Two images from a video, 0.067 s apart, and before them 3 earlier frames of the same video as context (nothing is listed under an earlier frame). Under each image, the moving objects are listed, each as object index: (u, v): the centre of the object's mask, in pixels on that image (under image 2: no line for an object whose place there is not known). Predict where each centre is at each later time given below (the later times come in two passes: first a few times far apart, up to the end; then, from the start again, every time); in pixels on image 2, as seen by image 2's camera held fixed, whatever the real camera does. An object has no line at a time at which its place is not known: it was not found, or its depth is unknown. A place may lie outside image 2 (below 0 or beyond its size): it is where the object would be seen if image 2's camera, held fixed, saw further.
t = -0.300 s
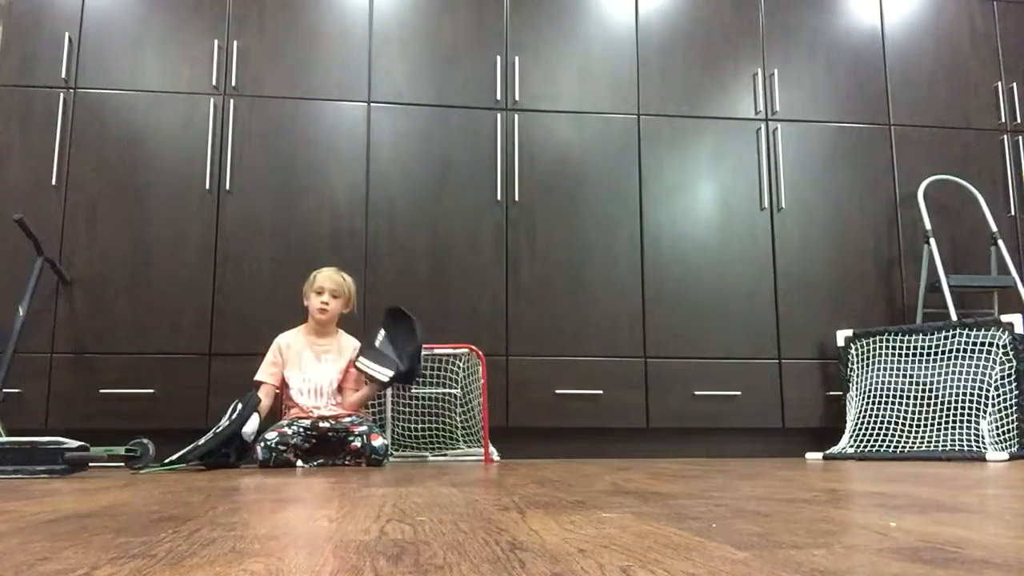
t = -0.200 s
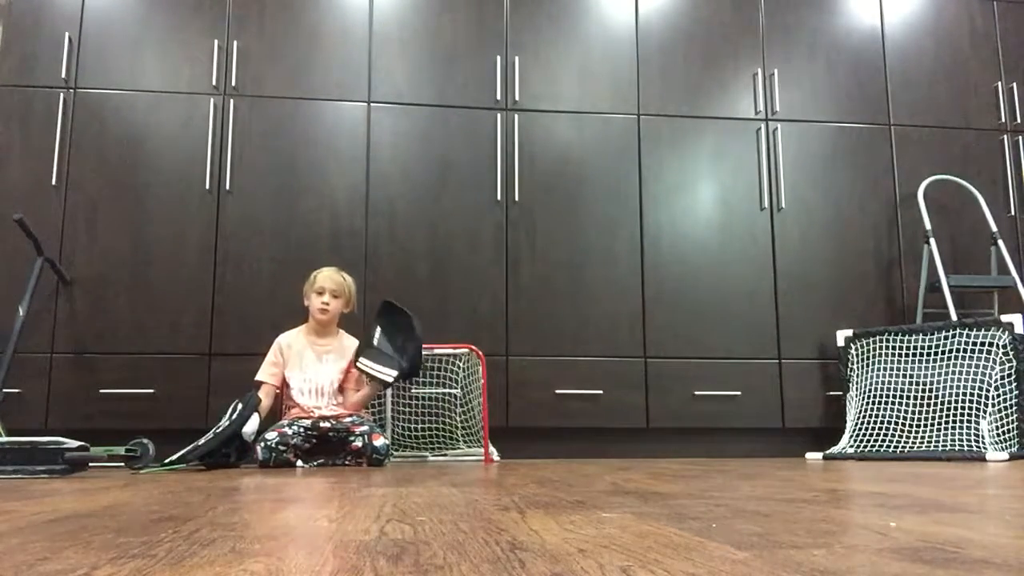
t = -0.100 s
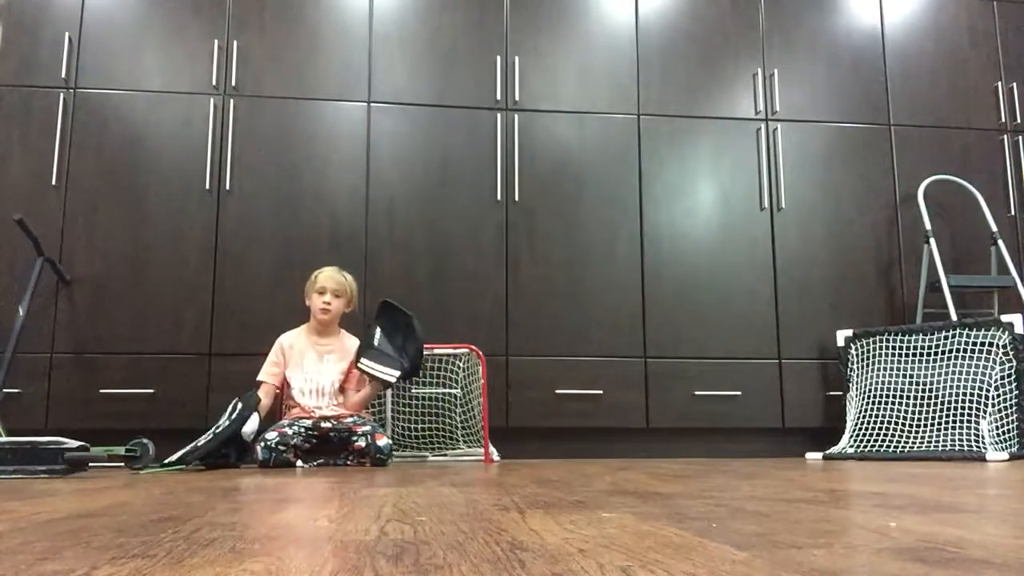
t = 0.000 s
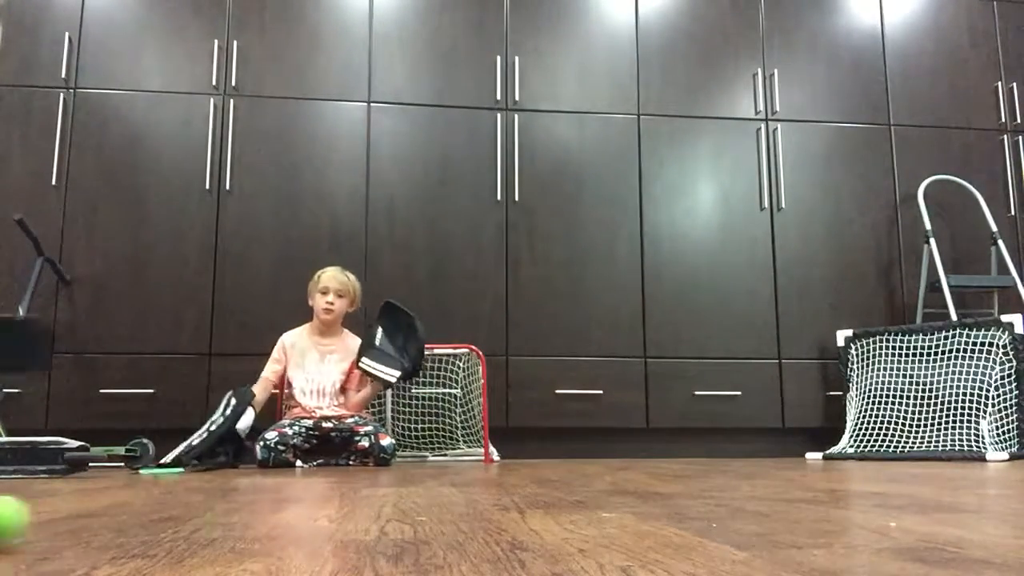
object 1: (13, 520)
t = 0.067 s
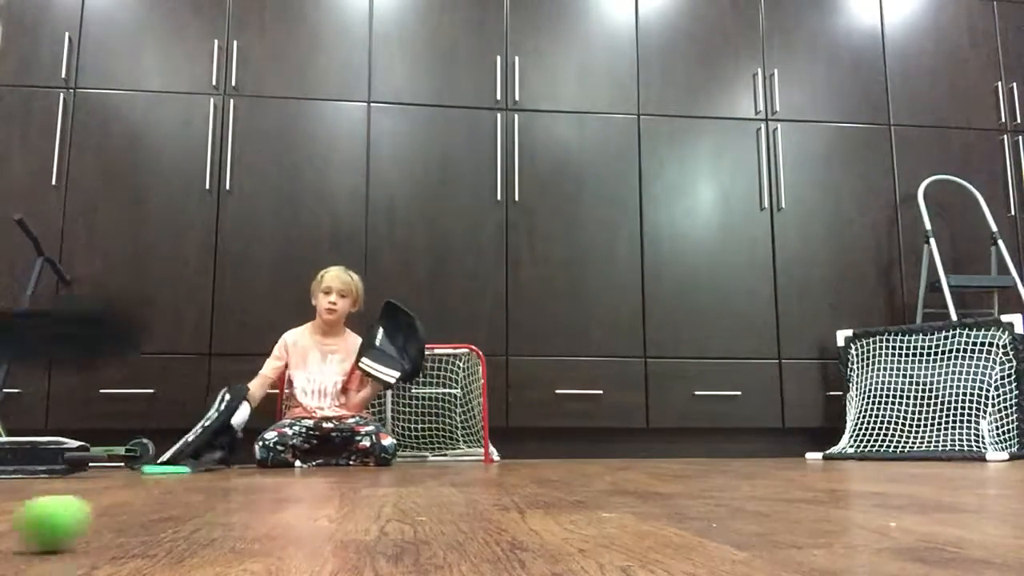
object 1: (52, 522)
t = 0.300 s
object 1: (258, 518)
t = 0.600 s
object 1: (490, 512)
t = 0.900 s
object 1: (686, 508)
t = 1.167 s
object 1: (834, 506)
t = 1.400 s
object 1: (949, 504)
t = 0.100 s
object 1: (86, 521)
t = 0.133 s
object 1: (114, 521)
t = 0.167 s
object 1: (144, 520)
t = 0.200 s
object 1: (173, 520)
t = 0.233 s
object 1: (202, 520)
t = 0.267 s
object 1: (230, 519)
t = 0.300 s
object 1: (258, 518)
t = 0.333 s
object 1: (285, 518)
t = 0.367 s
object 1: (311, 517)
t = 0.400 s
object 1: (339, 516)
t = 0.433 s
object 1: (364, 516)
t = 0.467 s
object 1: (391, 514)
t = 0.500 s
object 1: (417, 514)
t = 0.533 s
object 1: (442, 514)
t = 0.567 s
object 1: (466, 513)
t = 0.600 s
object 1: (490, 512)
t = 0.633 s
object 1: (513, 511)
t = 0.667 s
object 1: (537, 511)
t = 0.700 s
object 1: (559, 511)
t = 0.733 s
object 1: (581, 510)
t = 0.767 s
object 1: (603, 510)
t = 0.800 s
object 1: (624, 509)
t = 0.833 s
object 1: (645, 509)
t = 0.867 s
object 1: (666, 508)
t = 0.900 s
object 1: (686, 508)
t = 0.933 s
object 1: (706, 508)
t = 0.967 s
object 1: (725, 508)
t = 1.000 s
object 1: (743, 508)
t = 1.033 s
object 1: (762, 508)
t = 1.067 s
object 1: (780, 507)
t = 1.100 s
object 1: (798, 506)
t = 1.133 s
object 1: (816, 507)
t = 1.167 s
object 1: (834, 506)
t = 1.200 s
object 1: (851, 506)
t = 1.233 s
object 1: (868, 504)
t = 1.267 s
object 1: (884, 505)
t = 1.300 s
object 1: (901, 504)
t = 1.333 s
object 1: (918, 504)
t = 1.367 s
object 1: (933, 503)
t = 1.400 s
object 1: (949, 504)
